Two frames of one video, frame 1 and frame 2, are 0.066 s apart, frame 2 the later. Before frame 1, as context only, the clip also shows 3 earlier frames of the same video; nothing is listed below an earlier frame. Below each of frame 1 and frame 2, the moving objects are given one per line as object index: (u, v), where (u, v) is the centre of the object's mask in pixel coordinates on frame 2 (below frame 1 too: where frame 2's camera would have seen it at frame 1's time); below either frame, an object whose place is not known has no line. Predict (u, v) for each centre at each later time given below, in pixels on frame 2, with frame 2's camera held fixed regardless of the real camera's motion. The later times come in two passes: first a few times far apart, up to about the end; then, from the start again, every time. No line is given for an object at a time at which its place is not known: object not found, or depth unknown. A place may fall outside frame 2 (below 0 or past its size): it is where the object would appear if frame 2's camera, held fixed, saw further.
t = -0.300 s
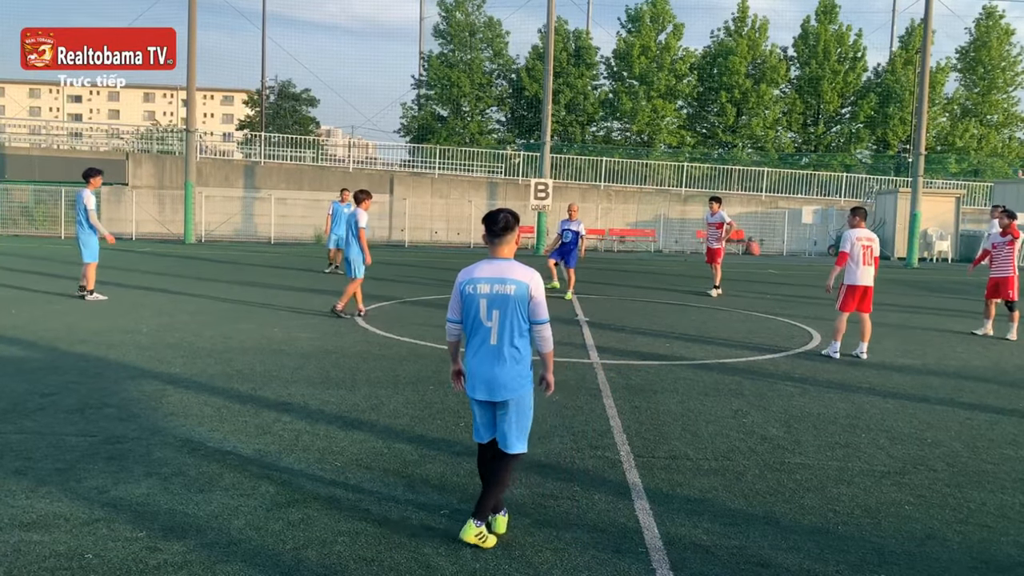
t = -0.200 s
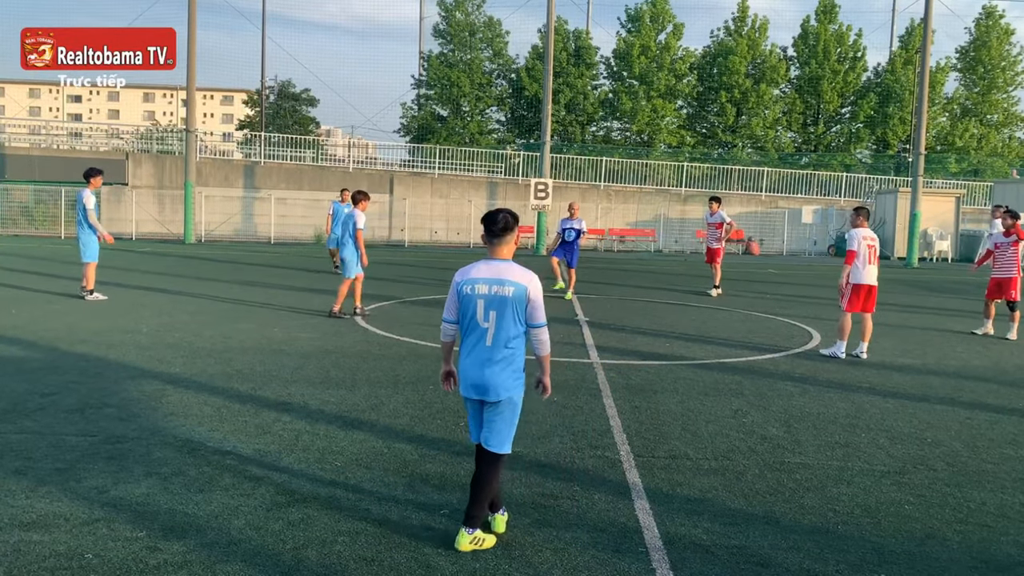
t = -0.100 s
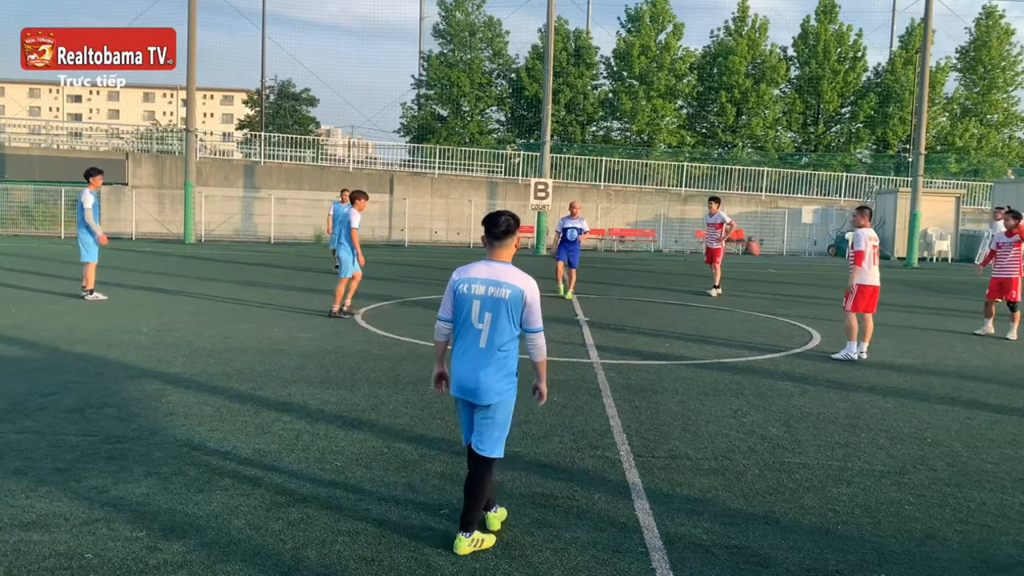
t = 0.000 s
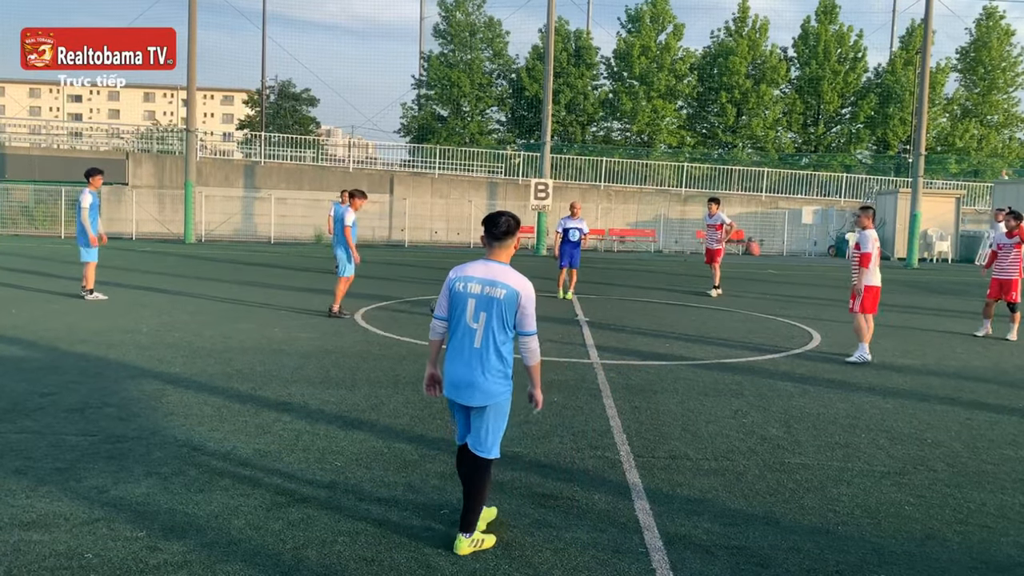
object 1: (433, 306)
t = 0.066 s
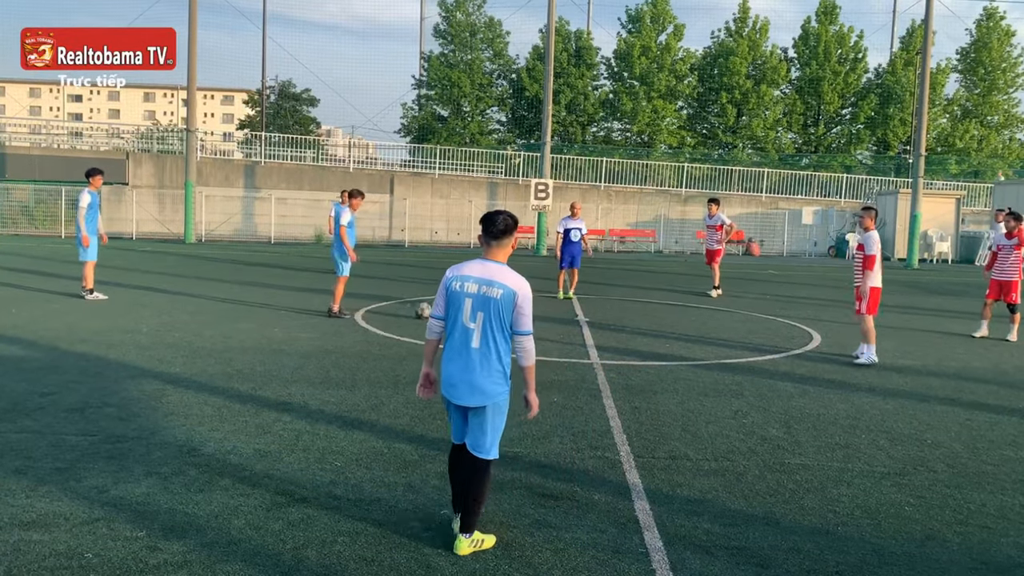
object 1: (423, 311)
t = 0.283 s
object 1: (373, 320)
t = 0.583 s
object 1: (293, 336)
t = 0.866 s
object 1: (201, 355)
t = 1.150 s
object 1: (87, 379)
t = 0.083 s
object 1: (419, 311)
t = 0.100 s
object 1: (416, 311)
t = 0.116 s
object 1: (412, 312)
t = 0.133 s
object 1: (408, 312)
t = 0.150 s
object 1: (404, 313)
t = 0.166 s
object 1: (400, 315)
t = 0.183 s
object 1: (397, 316)
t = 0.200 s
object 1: (393, 316)
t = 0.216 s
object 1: (388, 317)
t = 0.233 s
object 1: (385, 318)
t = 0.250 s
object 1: (382, 318)
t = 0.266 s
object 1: (378, 319)
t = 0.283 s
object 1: (373, 320)
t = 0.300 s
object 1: (369, 320)
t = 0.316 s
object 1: (365, 321)
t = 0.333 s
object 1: (361, 322)
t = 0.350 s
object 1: (357, 324)
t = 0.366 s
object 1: (353, 325)
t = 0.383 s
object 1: (349, 325)
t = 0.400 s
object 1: (344, 326)
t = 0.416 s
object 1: (340, 327)
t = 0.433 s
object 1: (335, 329)
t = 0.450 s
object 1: (331, 329)
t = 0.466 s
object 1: (326, 330)
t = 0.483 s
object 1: (321, 331)
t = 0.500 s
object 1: (318, 331)
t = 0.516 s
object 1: (312, 333)
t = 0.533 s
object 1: (307, 333)
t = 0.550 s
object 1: (303, 334)
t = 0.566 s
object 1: (298, 335)
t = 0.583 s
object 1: (293, 336)
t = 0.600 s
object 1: (287, 337)
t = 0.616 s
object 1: (283, 338)
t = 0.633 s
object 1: (279, 339)
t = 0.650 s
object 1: (273, 340)
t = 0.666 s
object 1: (267, 341)
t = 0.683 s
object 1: (263, 342)
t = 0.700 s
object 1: (257, 343)
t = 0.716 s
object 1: (252, 344)
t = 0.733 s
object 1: (247, 345)
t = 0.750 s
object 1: (241, 346)
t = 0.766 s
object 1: (235, 347)
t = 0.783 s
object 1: (230, 349)
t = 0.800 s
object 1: (224, 350)
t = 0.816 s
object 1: (218, 351)
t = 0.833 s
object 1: (213, 352)
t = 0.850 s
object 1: (207, 354)
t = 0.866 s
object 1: (201, 355)
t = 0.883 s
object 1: (195, 356)
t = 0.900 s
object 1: (189, 357)
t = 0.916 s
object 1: (183, 358)
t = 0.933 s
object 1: (176, 360)
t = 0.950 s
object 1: (170, 361)
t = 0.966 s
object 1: (164, 362)
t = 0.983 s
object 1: (157, 364)
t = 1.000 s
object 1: (151, 364)
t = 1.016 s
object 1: (144, 366)
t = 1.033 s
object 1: (137, 368)
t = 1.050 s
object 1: (131, 369)
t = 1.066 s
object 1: (124, 371)
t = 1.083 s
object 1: (117, 373)
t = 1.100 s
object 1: (109, 374)
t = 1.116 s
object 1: (102, 376)
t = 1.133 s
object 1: (95, 378)
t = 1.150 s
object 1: (87, 379)
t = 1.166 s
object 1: (80, 380)
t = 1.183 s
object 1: (72, 382)
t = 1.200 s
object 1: (65, 382)
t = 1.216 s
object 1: (59, 385)
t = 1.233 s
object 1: (55, 388)
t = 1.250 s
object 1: (51, 390)
